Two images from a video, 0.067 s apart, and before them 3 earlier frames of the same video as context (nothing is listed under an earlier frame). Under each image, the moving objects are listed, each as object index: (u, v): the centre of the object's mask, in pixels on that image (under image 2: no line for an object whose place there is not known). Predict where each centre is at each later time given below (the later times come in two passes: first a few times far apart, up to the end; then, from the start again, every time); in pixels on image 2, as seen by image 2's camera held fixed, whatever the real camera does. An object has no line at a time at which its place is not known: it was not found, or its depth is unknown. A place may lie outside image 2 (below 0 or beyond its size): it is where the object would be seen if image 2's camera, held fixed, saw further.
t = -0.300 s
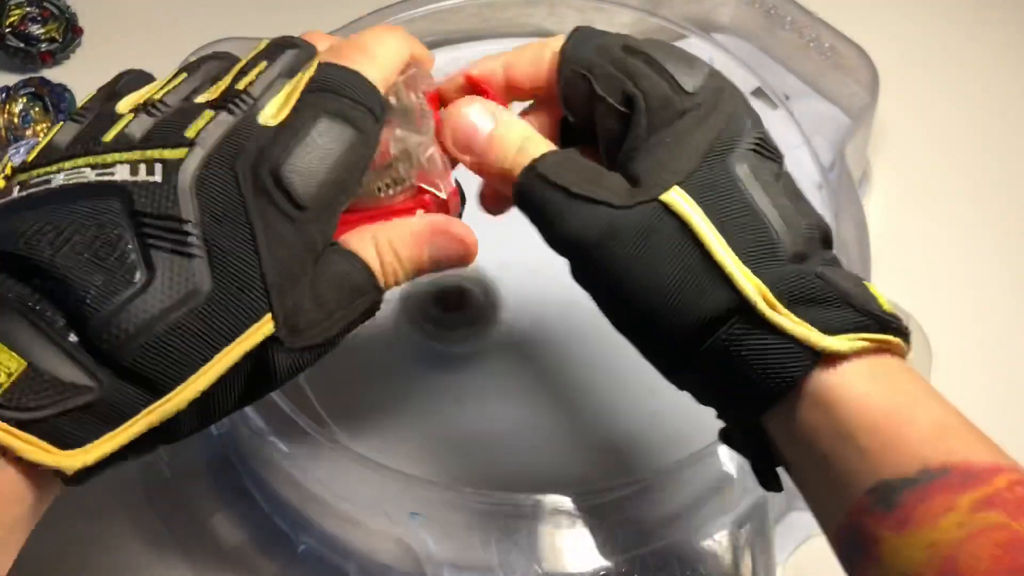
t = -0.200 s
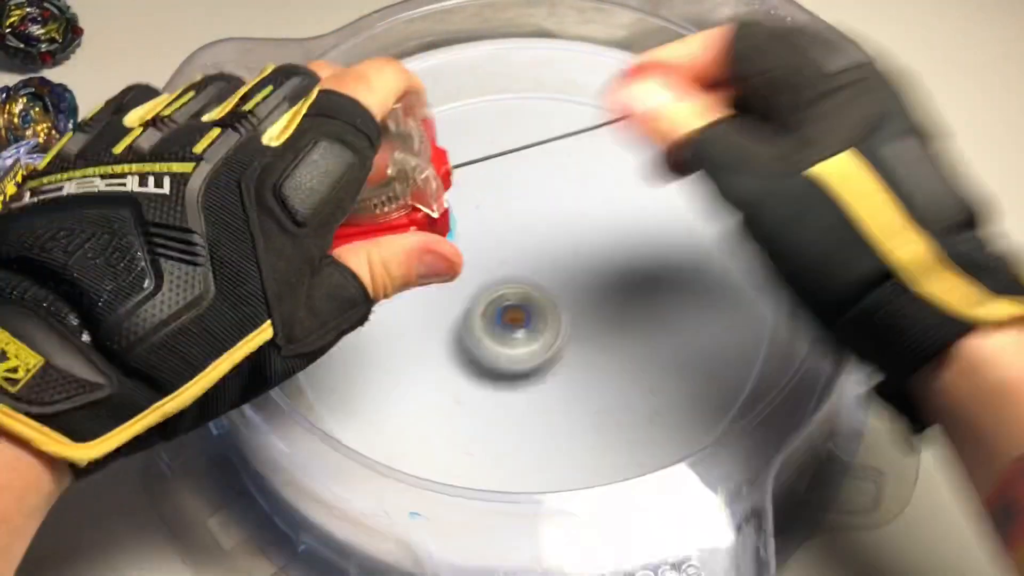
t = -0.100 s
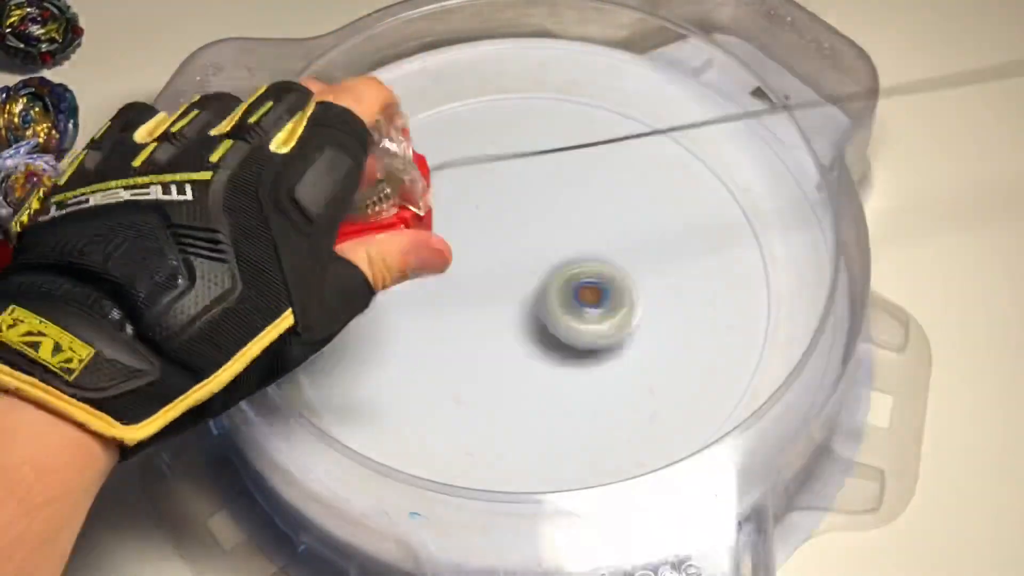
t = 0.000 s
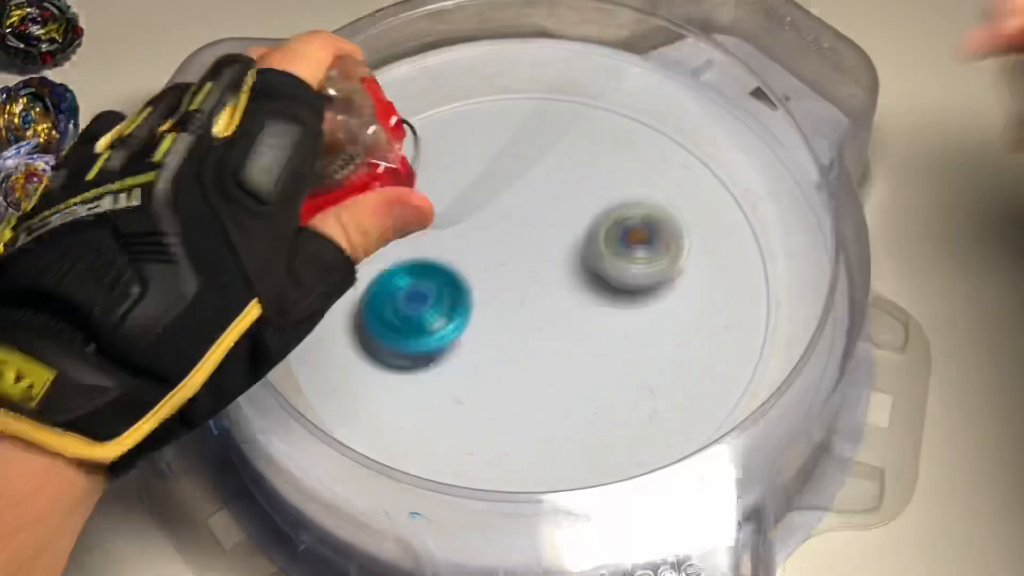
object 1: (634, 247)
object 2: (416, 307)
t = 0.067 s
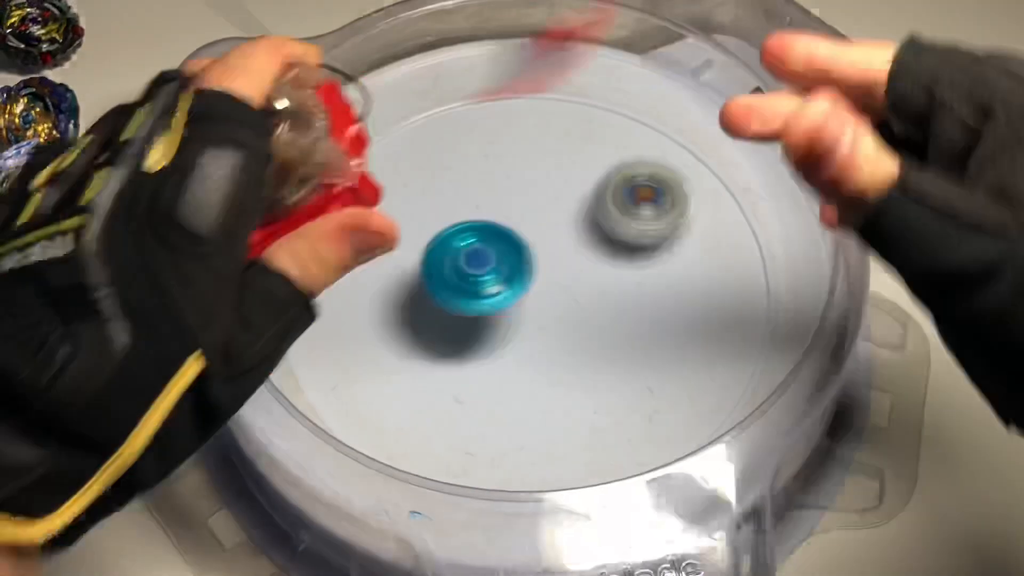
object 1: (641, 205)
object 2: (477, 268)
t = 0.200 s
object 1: (596, 156)
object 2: (582, 256)
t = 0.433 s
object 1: (418, 201)
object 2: (590, 174)
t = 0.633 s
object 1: (414, 376)
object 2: (427, 182)
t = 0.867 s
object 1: (671, 403)
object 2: (375, 397)
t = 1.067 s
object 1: (737, 209)
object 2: (673, 421)
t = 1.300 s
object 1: (509, 105)
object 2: (649, 111)
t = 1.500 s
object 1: (282, 270)
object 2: (347, 165)
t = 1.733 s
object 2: (413, 450)
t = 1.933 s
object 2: (605, 364)
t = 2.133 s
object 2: (584, 140)
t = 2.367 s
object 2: (331, 191)
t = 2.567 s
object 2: (374, 433)
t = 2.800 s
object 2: (743, 377)
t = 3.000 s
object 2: (732, 114)
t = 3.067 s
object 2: (665, 51)
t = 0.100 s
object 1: (637, 186)
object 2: (509, 267)
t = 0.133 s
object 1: (626, 175)
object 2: (540, 278)
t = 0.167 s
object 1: (613, 161)
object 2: (564, 278)
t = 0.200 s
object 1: (596, 156)
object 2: (582, 256)
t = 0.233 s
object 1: (575, 152)
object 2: (598, 245)
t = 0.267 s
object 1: (552, 152)
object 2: (609, 237)
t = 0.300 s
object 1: (527, 153)
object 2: (615, 218)
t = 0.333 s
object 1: (501, 158)
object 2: (616, 209)
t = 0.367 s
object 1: (472, 167)
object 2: (613, 195)
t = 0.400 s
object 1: (444, 181)
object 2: (604, 183)
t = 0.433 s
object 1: (418, 201)
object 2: (590, 174)
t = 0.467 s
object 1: (397, 226)
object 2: (571, 168)
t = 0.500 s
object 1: (382, 254)
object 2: (549, 163)
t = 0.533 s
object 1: (377, 283)
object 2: (522, 161)
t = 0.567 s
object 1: (379, 317)
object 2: (492, 163)
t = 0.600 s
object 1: (391, 346)
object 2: (459, 170)
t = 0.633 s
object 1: (414, 376)
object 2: (427, 182)
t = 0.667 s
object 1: (441, 402)
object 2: (397, 202)
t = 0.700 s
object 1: (471, 421)
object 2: (372, 226)
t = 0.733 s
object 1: (516, 432)
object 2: (352, 258)
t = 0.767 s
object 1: (558, 434)
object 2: (343, 290)
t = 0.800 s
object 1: (597, 431)
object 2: (342, 326)
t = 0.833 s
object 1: (639, 418)
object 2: (352, 363)
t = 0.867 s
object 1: (671, 403)
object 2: (375, 397)
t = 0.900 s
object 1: (700, 380)
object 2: (410, 424)
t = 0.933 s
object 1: (721, 350)
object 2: (453, 455)
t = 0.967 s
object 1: (738, 315)
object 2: (505, 470)
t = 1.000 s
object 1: (747, 279)
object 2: (558, 467)
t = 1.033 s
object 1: (746, 244)
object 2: (620, 445)
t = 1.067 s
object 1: (737, 209)
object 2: (673, 421)
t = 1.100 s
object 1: (723, 177)
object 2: (717, 390)
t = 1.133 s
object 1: (699, 150)
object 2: (745, 343)
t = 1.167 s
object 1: (667, 130)
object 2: (766, 290)
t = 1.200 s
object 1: (630, 116)
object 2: (760, 234)
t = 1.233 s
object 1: (591, 105)
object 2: (738, 183)
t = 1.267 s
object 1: (550, 102)
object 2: (701, 142)
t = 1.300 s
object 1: (509, 105)
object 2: (649, 111)
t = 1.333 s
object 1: (466, 114)
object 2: (595, 86)
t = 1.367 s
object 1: (426, 131)
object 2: (535, 80)
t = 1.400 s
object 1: (391, 151)
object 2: (476, 85)
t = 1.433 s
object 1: (354, 182)
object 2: (419, 101)
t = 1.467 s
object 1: (313, 226)
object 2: (380, 127)
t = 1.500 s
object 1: (282, 270)
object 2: (347, 165)
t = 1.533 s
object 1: (267, 313)
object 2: (319, 209)
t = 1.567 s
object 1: (270, 365)
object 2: (302, 258)
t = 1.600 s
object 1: (300, 403)
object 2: (298, 305)
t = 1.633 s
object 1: (340, 439)
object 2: (306, 351)
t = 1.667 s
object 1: (406, 478)
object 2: (330, 392)
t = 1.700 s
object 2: (366, 425)
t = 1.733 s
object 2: (413, 450)
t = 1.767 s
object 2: (465, 461)
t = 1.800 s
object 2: (520, 462)
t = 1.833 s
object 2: (570, 449)
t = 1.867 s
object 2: (585, 431)
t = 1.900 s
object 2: (594, 399)
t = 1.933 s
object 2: (605, 364)
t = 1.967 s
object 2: (615, 328)
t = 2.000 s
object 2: (624, 286)
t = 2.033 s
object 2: (627, 244)
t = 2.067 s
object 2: (623, 204)
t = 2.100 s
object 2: (612, 169)
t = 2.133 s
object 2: (584, 140)
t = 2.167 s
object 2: (545, 117)
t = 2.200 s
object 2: (506, 100)
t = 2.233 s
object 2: (464, 91)
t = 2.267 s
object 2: (427, 101)
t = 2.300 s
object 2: (393, 128)
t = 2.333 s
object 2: (360, 157)
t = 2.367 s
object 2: (331, 191)
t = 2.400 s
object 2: (307, 229)
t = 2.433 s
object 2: (293, 272)
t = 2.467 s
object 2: (295, 315)
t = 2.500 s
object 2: (313, 356)
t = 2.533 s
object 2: (336, 397)
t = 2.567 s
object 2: (374, 433)
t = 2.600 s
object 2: (423, 457)
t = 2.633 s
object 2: (479, 470)
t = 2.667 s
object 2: (542, 473)
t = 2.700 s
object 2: (597, 449)
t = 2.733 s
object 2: (653, 431)
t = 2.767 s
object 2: (708, 412)
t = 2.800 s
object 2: (743, 377)
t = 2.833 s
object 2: (768, 333)
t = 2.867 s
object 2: (779, 286)
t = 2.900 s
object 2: (794, 240)
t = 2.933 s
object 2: (777, 194)
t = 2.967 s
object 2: (758, 154)
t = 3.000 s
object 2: (732, 114)
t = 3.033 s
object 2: (703, 78)
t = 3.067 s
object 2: (665, 51)
